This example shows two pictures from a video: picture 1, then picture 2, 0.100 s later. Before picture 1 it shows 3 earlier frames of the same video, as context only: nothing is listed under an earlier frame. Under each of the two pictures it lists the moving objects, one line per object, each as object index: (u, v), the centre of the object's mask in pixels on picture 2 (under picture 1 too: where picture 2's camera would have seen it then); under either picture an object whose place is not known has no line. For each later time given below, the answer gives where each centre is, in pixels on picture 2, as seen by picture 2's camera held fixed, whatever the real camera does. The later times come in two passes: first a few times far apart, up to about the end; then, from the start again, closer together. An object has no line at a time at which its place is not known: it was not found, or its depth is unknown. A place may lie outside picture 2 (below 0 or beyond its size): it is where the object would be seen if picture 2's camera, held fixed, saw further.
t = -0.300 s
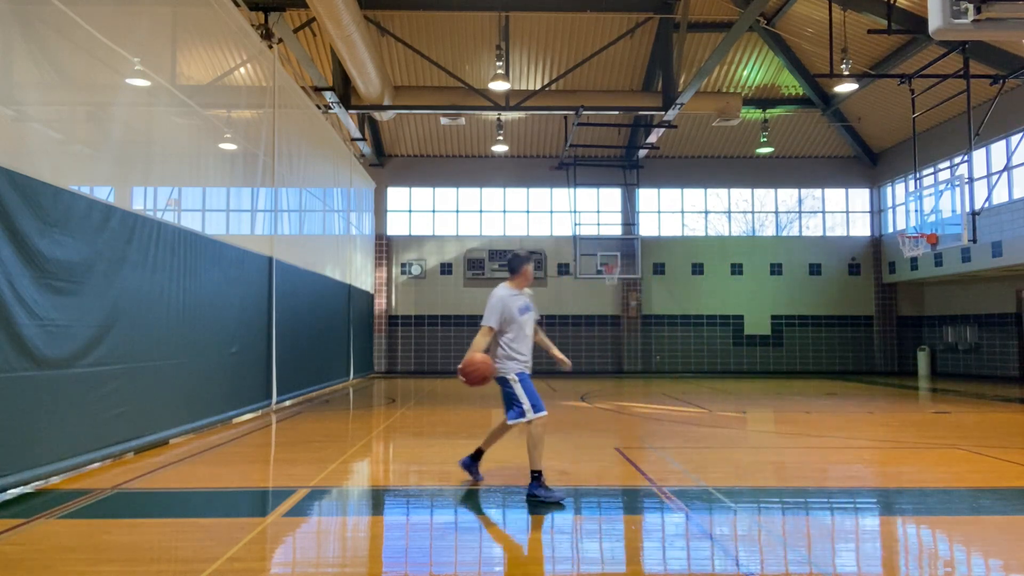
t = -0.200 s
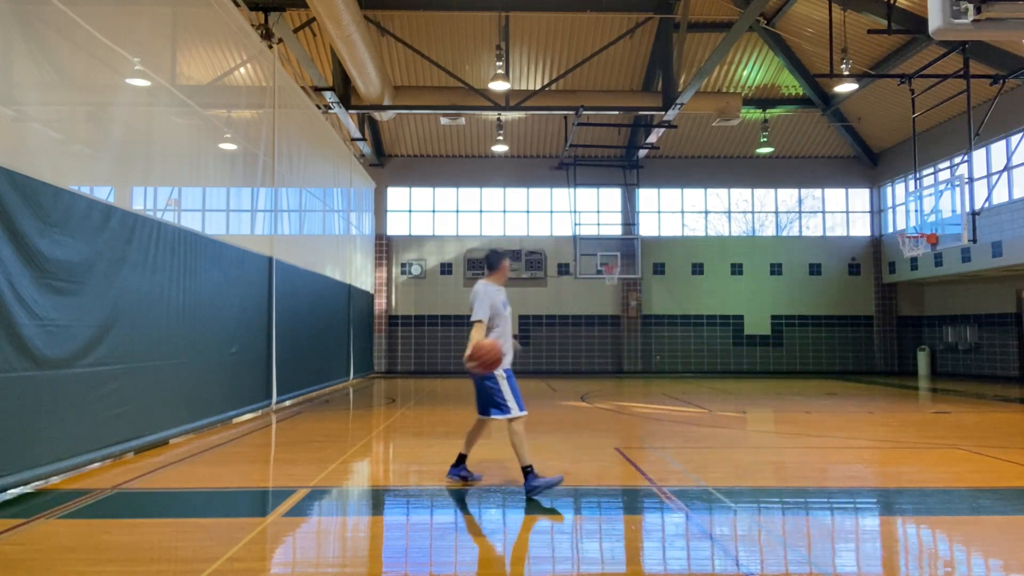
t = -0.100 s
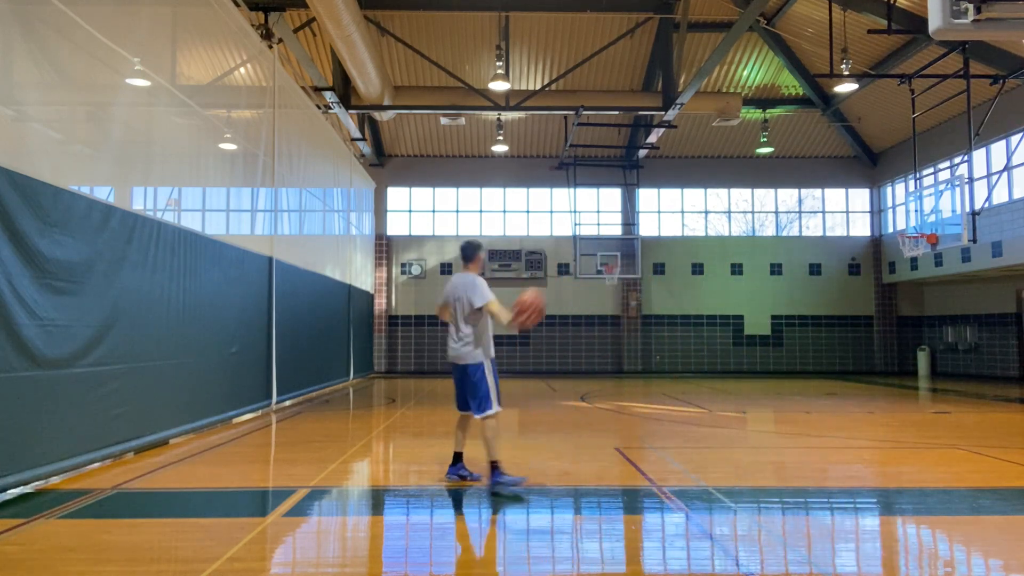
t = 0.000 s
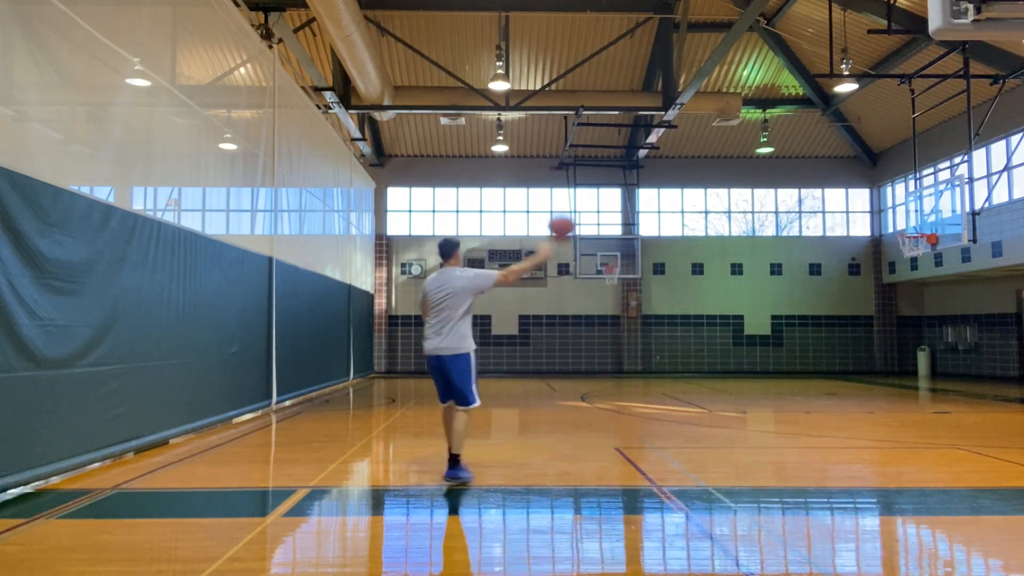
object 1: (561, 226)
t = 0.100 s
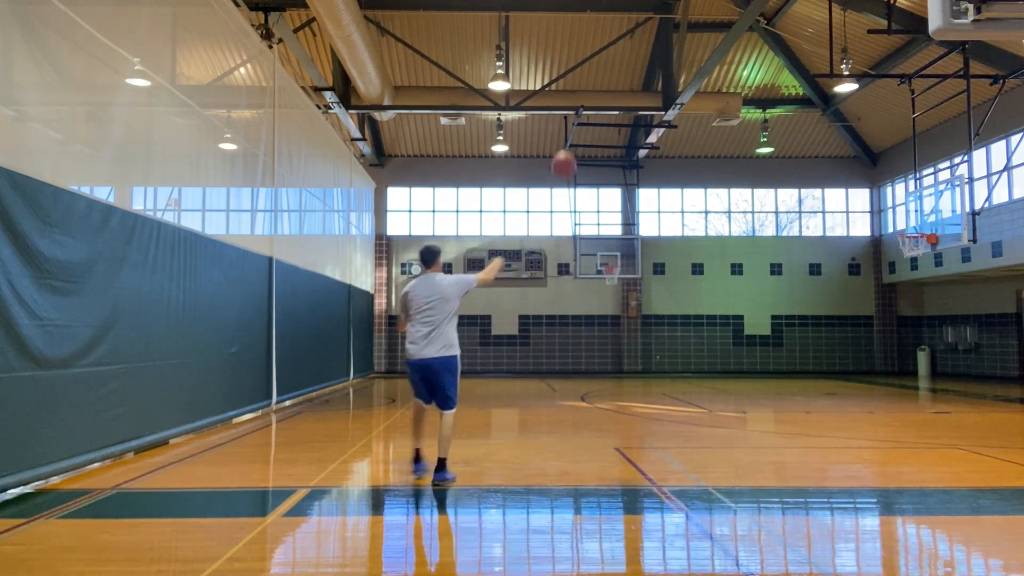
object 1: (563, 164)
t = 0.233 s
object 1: (567, 120)
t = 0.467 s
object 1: (574, 96)
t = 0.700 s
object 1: (580, 107)
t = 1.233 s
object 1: (589, 196)
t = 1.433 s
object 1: (592, 243)
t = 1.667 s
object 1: (600, 290)
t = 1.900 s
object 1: (612, 348)
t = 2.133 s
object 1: (623, 348)
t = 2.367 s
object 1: (633, 305)
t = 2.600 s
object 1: (644, 284)
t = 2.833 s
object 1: (657, 289)
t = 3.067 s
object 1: (672, 328)
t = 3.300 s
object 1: (690, 407)
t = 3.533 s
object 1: (709, 352)
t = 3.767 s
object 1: (733, 327)
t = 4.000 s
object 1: (763, 344)
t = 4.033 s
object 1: (767, 350)
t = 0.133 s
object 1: (565, 151)
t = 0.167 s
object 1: (565, 138)
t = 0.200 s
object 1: (566, 128)
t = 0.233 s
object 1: (567, 120)
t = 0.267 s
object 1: (568, 113)
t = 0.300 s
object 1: (569, 107)
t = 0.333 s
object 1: (570, 103)
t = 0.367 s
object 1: (571, 101)
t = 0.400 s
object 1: (572, 98)
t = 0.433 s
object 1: (573, 96)
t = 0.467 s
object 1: (574, 96)
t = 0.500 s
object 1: (575, 96)
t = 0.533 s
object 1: (576, 97)
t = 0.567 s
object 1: (576, 97)
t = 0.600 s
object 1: (577, 98)
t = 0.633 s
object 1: (578, 101)
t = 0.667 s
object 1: (579, 104)
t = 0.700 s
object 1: (580, 107)
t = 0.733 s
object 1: (580, 110)
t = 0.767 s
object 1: (581, 114)
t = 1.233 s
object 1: (589, 196)
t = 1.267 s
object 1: (590, 204)
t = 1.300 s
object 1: (590, 211)
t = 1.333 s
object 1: (591, 219)
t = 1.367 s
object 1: (591, 227)
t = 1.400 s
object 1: (592, 235)
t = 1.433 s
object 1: (592, 243)
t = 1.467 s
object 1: (592, 252)
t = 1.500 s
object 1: (592, 260)
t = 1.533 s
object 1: (593, 267)
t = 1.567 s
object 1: (594, 272)
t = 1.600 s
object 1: (596, 277)
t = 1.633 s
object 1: (598, 283)
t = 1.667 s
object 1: (600, 290)
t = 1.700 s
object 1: (601, 296)
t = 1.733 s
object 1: (603, 303)
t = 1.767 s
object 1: (605, 311)
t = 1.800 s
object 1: (606, 319)
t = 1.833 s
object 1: (608, 328)
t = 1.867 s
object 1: (610, 337)
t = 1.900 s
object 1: (612, 348)
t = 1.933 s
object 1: (614, 359)
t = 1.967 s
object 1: (616, 371)
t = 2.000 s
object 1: (618, 382)
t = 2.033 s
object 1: (619, 372)
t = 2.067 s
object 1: (621, 365)
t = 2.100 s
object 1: (622, 356)
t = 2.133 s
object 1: (623, 348)
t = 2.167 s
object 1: (624, 341)
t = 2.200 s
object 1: (625, 334)
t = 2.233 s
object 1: (627, 327)
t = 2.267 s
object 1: (628, 320)
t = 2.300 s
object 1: (630, 314)
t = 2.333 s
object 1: (631, 310)
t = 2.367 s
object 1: (633, 305)
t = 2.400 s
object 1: (634, 300)
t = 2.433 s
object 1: (636, 296)
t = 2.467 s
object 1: (637, 293)
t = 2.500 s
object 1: (639, 289)
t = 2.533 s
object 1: (640, 287)
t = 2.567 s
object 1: (642, 285)
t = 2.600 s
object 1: (644, 284)
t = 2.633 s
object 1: (645, 283)
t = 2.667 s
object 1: (647, 283)
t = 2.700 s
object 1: (649, 283)
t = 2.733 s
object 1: (651, 283)
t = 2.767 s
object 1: (653, 285)
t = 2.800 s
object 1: (655, 287)
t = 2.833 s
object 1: (657, 289)
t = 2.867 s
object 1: (659, 293)
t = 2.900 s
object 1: (661, 297)
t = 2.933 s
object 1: (663, 301)
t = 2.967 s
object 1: (665, 307)
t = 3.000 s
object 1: (668, 314)
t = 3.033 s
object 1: (670, 320)
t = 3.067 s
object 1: (672, 328)
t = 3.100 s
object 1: (675, 337)
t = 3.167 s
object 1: (679, 357)
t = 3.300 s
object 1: (690, 407)
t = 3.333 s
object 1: (694, 399)
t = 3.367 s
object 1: (696, 390)
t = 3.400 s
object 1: (698, 381)
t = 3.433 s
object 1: (700, 372)
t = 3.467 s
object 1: (704, 365)
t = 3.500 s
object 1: (707, 358)
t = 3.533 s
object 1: (709, 352)
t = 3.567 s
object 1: (712, 346)
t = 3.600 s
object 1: (715, 341)
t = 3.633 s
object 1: (719, 337)
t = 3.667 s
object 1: (723, 333)
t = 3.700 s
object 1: (726, 330)
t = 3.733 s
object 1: (730, 328)
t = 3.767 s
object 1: (733, 327)
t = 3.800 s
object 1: (737, 326)
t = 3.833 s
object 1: (741, 327)
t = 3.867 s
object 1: (745, 328)
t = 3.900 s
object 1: (749, 331)
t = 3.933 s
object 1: (754, 335)
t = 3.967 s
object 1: (758, 339)
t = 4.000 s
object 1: (763, 344)
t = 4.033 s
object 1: (767, 350)
